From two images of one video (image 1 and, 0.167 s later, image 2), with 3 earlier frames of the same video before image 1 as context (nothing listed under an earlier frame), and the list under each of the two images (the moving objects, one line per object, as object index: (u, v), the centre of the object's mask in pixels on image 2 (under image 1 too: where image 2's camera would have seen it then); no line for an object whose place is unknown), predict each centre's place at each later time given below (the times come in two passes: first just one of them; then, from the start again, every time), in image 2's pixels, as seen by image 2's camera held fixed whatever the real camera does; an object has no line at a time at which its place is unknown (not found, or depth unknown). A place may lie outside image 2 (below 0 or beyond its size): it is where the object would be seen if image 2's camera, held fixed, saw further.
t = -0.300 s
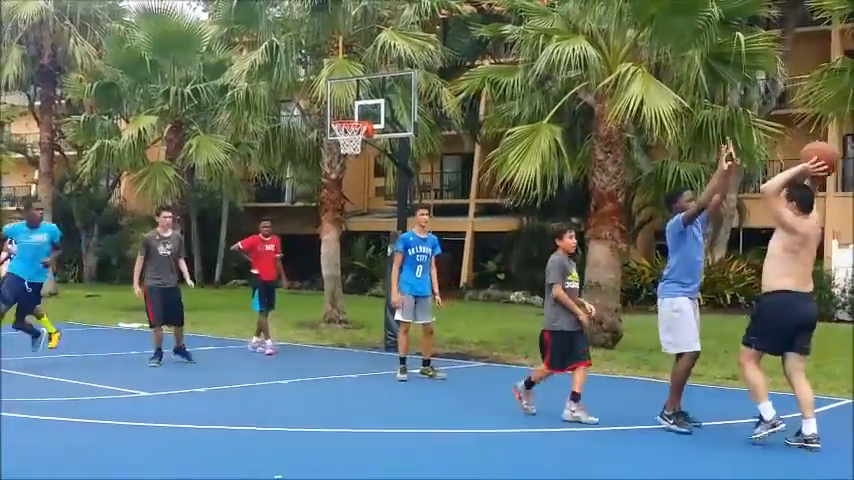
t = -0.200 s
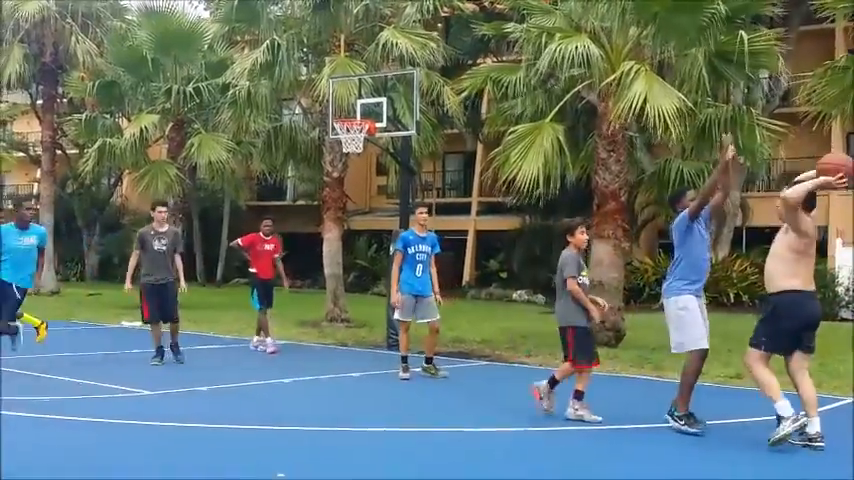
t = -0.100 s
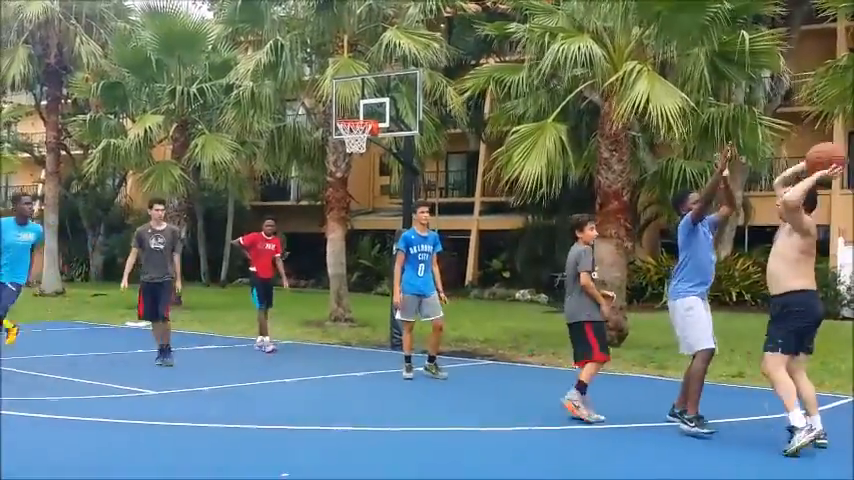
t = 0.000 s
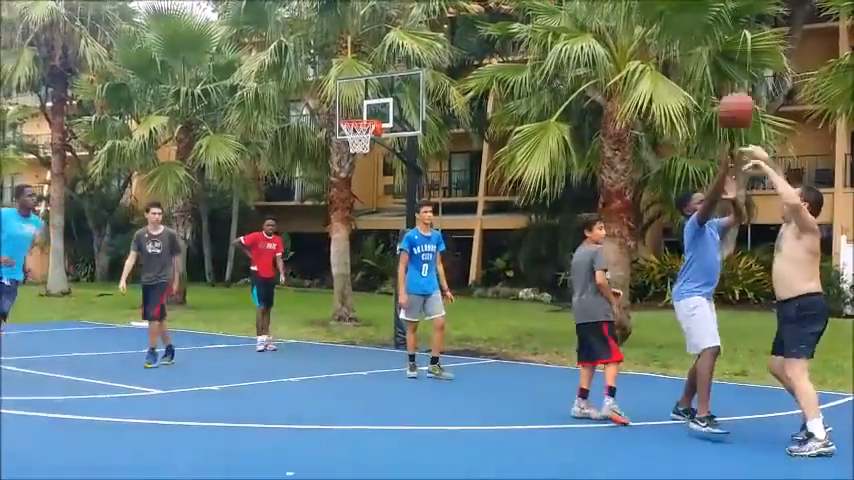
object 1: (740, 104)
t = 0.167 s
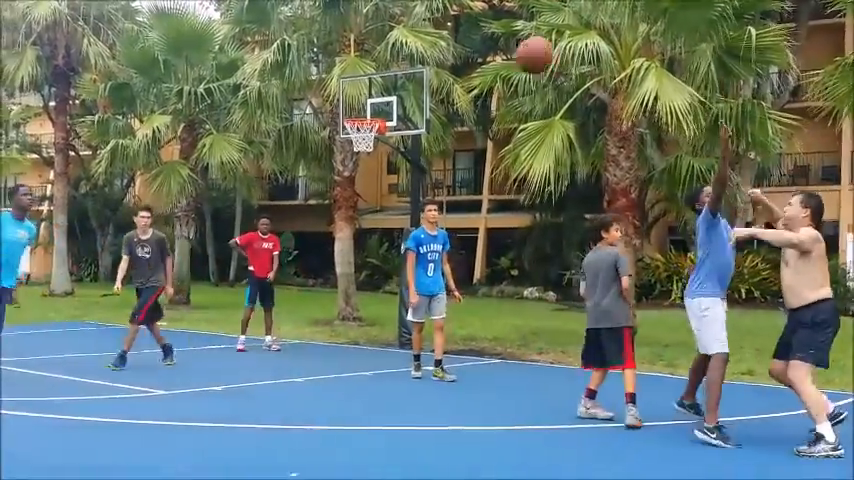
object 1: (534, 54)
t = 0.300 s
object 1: (372, 41)
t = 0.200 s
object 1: (493, 48)
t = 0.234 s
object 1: (454, 45)
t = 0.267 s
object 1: (413, 44)
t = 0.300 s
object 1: (372, 41)
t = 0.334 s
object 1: (332, 42)
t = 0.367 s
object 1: (292, 44)
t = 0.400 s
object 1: (252, 49)
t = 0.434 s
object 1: (212, 54)
